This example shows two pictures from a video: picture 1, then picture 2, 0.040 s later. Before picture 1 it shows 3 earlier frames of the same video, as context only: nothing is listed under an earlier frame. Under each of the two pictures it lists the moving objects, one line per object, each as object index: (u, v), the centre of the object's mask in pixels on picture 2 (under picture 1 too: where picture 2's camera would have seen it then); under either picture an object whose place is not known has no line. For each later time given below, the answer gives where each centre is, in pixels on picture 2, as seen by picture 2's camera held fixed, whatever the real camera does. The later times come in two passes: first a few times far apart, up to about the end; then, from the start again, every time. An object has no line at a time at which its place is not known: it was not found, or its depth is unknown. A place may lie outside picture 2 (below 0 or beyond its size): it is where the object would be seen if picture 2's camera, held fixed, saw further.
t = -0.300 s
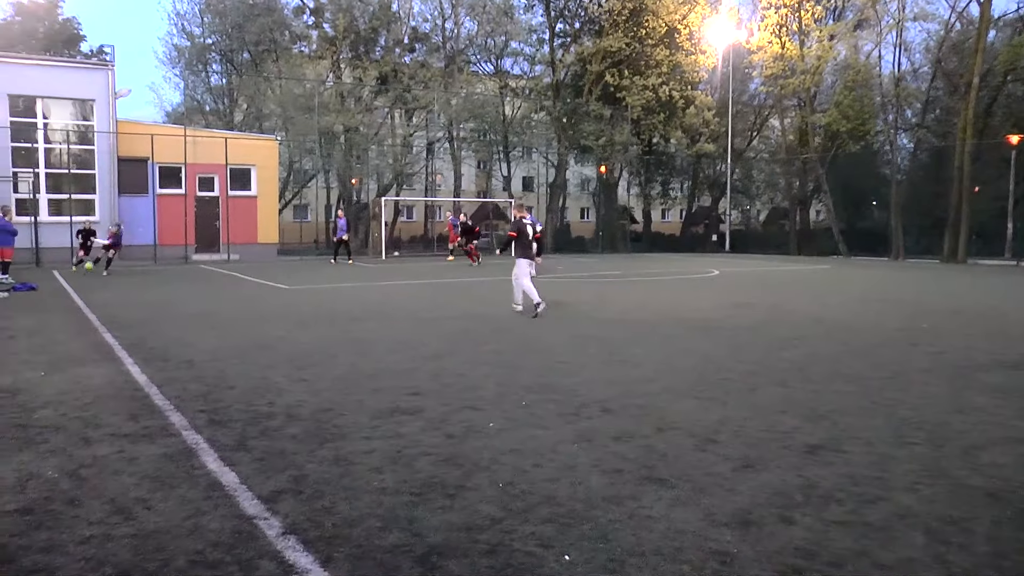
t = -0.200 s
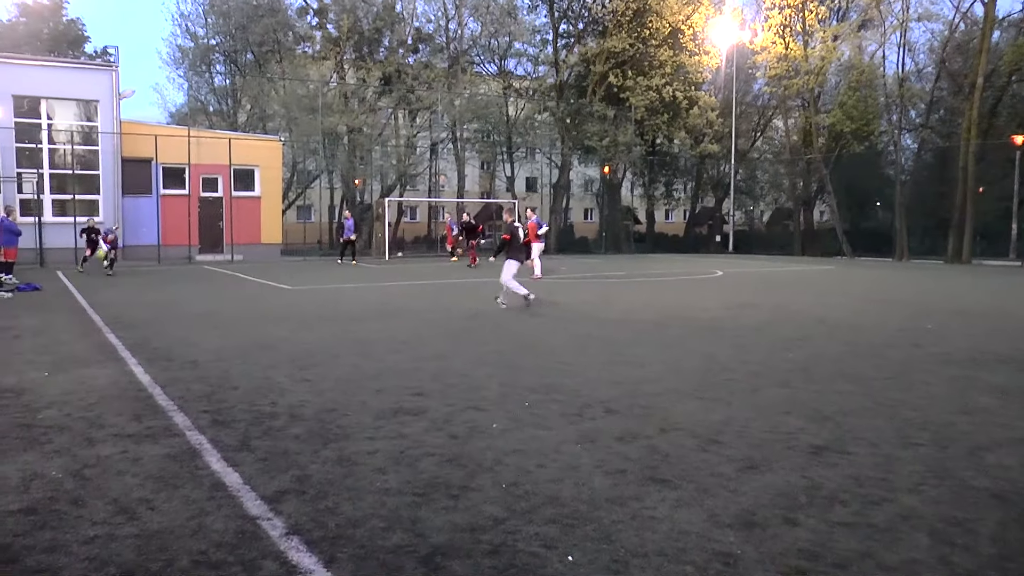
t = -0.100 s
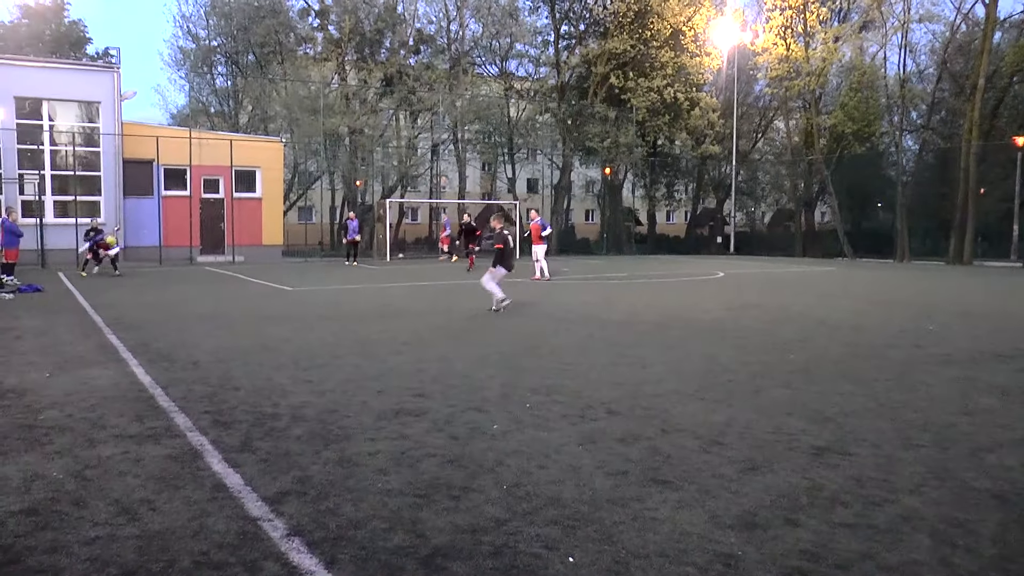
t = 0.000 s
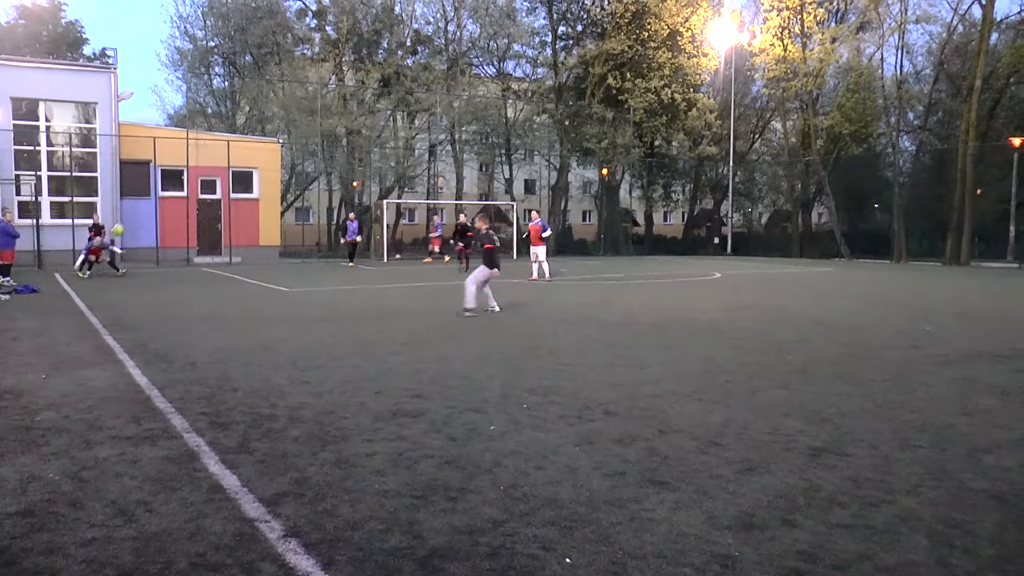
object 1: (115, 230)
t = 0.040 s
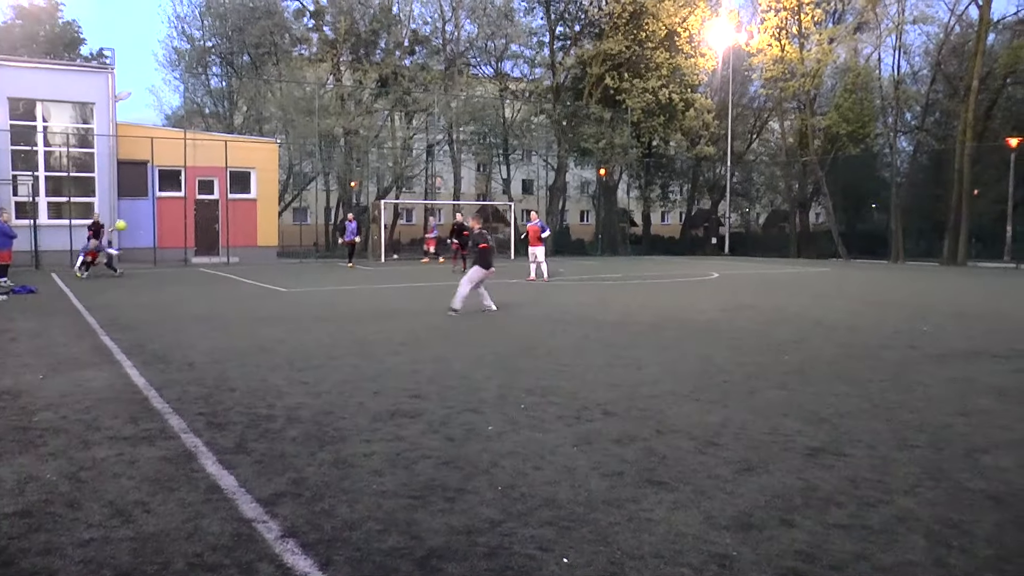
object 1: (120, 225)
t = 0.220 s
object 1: (147, 207)
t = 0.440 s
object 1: (191, 191)
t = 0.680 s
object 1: (266, 197)
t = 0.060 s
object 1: (123, 222)
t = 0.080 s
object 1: (125, 220)
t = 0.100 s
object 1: (128, 218)
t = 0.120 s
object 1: (131, 216)
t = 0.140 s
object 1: (134, 214)
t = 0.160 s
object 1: (137, 211)
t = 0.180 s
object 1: (140, 210)
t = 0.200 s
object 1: (143, 208)
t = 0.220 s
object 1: (147, 207)
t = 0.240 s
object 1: (150, 205)
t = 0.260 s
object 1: (154, 203)
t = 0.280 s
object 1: (157, 201)
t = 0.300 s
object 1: (161, 198)
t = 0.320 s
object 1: (164, 198)
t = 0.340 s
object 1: (170, 196)
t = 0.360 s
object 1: (173, 195)
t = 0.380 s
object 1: (177, 194)
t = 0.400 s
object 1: (181, 193)
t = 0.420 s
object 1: (186, 192)
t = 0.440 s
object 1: (191, 191)
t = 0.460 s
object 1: (196, 190)
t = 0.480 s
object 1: (202, 189)
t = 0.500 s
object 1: (206, 190)
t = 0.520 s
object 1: (212, 189)
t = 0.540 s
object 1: (218, 190)
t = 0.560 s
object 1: (225, 190)
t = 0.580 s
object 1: (230, 191)
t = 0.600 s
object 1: (236, 191)
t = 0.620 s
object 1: (243, 192)
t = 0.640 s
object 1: (250, 194)
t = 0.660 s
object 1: (258, 195)
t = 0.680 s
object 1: (266, 197)
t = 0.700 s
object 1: (275, 200)
